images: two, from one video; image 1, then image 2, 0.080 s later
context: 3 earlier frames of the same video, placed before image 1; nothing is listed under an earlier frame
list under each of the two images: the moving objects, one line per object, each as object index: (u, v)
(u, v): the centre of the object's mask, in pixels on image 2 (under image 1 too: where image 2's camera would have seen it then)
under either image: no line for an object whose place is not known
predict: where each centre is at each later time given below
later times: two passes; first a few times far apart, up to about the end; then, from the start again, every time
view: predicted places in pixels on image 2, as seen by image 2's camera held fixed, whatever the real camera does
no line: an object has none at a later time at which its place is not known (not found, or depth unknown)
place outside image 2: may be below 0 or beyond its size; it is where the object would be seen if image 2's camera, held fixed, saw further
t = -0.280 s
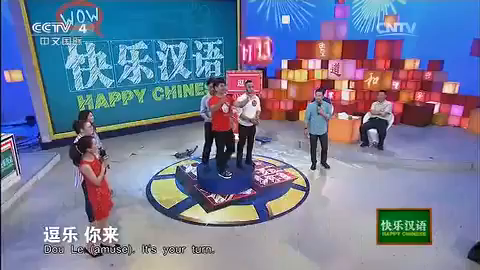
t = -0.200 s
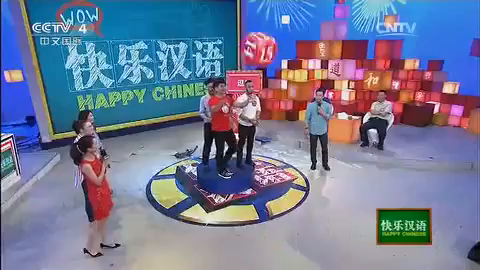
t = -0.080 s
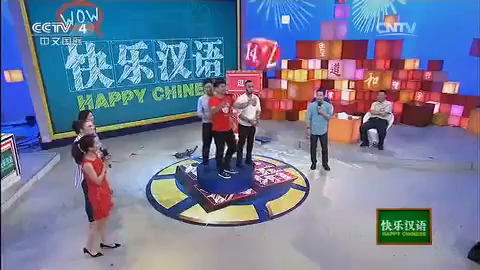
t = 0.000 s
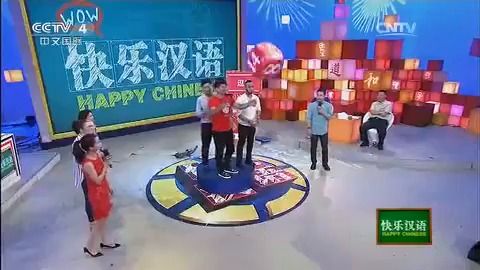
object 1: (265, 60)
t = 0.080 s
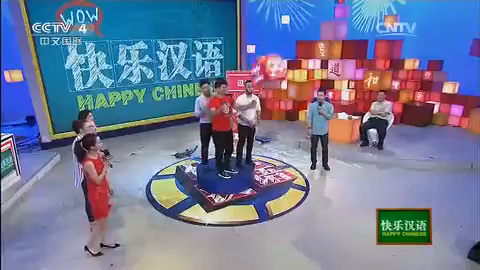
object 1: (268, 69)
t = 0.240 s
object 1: (273, 95)
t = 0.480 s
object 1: (283, 161)
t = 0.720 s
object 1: (287, 205)
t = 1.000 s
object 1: (278, 169)
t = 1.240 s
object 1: (269, 172)
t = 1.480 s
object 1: (262, 199)
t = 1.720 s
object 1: (267, 200)
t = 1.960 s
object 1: (276, 201)
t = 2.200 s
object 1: (281, 202)
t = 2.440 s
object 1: (280, 202)
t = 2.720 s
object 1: (276, 202)
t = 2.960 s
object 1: (276, 203)
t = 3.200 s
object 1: (276, 203)
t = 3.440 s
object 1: (276, 203)
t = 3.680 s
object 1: (276, 203)
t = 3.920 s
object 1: (276, 203)
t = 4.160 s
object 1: (276, 204)
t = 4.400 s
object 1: (276, 205)
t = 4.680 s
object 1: (276, 204)
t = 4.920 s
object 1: (276, 204)
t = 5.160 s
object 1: (276, 204)
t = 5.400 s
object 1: (276, 204)
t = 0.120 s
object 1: (270, 78)
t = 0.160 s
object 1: (270, 84)
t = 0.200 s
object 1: (273, 90)
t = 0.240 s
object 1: (273, 95)
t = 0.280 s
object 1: (275, 108)
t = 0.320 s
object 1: (277, 121)
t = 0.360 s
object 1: (277, 128)
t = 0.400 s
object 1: (279, 139)
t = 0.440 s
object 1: (281, 151)
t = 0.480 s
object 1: (283, 161)
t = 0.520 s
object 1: (284, 173)
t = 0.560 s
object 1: (285, 185)
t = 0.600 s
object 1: (287, 199)
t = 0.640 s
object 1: (288, 210)
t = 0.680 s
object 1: (287, 211)
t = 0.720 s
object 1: (287, 205)
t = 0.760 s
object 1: (285, 198)
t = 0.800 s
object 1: (285, 188)
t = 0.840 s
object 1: (283, 184)
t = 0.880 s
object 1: (282, 178)
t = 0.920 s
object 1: (281, 175)
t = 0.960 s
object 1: (280, 171)
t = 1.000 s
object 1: (278, 169)
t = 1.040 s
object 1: (276, 167)
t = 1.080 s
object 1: (275, 166)
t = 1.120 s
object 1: (274, 166)
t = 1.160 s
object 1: (273, 167)
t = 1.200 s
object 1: (271, 170)
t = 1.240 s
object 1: (269, 172)
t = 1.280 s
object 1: (268, 174)
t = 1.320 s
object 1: (266, 177)
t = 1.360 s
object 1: (265, 182)
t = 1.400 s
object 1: (264, 187)
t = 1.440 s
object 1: (262, 193)
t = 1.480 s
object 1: (262, 199)
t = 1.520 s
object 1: (259, 203)
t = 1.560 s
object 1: (259, 207)
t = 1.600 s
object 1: (261, 204)
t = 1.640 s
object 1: (263, 202)
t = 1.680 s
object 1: (266, 200)
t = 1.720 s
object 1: (267, 200)
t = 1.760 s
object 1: (269, 199)
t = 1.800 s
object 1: (271, 200)
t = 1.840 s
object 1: (272, 200)
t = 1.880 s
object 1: (273, 202)
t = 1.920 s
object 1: (275, 202)
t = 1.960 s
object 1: (276, 201)
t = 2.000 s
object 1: (277, 200)
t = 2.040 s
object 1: (278, 200)
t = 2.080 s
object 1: (279, 200)
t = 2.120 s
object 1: (280, 201)
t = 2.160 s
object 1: (281, 202)
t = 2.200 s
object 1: (281, 202)
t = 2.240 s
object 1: (281, 201)
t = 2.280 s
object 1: (281, 201)
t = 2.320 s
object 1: (281, 202)
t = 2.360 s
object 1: (281, 202)
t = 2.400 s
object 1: (280, 202)
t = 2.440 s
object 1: (280, 202)
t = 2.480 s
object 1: (279, 200)
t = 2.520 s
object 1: (278, 199)
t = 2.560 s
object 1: (277, 199)
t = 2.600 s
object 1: (277, 201)
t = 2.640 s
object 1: (277, 201)
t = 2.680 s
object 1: (276, 202)
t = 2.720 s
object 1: (276, 202)
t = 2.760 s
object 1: (276, 203)
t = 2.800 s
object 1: (276, 203)
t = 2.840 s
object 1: (276, 203)
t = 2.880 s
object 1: (276, 203)
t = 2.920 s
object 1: (276, 203)
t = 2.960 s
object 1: (276, 203)
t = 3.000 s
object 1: (276, 204)
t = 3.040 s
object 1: (276, 203)
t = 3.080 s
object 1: (276, 203)
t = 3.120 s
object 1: (276, 203)
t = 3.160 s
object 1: (276, 203)
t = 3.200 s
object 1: (276, 203)
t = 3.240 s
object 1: (276, 203)
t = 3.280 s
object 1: (276, 203)
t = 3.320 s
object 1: (276, 203)
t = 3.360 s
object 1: (276, 203)
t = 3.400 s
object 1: (276, 203)
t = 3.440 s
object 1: (276, 203)
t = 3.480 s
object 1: (276, 203)
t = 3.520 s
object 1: (276, 204)
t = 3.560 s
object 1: (276, 203)
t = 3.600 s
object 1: (276, 203)
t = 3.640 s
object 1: (276, 203)
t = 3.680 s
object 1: (276, 203)
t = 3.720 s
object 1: (276, 203)
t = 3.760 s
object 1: (276, 203)
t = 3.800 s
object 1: (276, 203)
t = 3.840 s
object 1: (276, 203)
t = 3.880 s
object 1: (276, 203)
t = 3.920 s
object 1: (276, 203)
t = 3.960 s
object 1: (276, 203)
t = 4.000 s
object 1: (276, 203)
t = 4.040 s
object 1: (276, 203)
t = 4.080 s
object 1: (276, 203)
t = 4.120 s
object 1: (276, 203)
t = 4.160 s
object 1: (276, 204)
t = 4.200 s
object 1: (276, 204)
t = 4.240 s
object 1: (276, 204)
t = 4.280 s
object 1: (276, 204)
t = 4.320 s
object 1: (276, 204)
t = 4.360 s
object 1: (276, 204)
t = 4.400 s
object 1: (276, 205)
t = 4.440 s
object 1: (276, 204)
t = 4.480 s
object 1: (276, 204)
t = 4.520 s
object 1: (276, 204)
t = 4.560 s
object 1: (276, 204)
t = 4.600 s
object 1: (276, 204)
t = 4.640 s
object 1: (276, 204)
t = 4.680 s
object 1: (276, 204)
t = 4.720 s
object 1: (276, 204)
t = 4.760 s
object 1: (276, 204)
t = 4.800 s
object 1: (276, 204)
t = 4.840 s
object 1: (276, 204)
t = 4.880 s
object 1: (276, 204)
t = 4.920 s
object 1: (276, 204)
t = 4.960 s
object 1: (276, 204)
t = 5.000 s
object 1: (276, 204)
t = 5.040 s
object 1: (276, 204)
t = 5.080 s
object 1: (276, 204)
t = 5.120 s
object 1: (276, 204)
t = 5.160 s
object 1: (276, 204)
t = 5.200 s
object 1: (276, 204)
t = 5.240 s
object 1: (276, 204)
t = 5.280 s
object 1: (276, 204)
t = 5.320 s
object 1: (276, 204)
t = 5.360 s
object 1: (276, 204)
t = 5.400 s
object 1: (276, 204)
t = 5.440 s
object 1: (276, 204)
